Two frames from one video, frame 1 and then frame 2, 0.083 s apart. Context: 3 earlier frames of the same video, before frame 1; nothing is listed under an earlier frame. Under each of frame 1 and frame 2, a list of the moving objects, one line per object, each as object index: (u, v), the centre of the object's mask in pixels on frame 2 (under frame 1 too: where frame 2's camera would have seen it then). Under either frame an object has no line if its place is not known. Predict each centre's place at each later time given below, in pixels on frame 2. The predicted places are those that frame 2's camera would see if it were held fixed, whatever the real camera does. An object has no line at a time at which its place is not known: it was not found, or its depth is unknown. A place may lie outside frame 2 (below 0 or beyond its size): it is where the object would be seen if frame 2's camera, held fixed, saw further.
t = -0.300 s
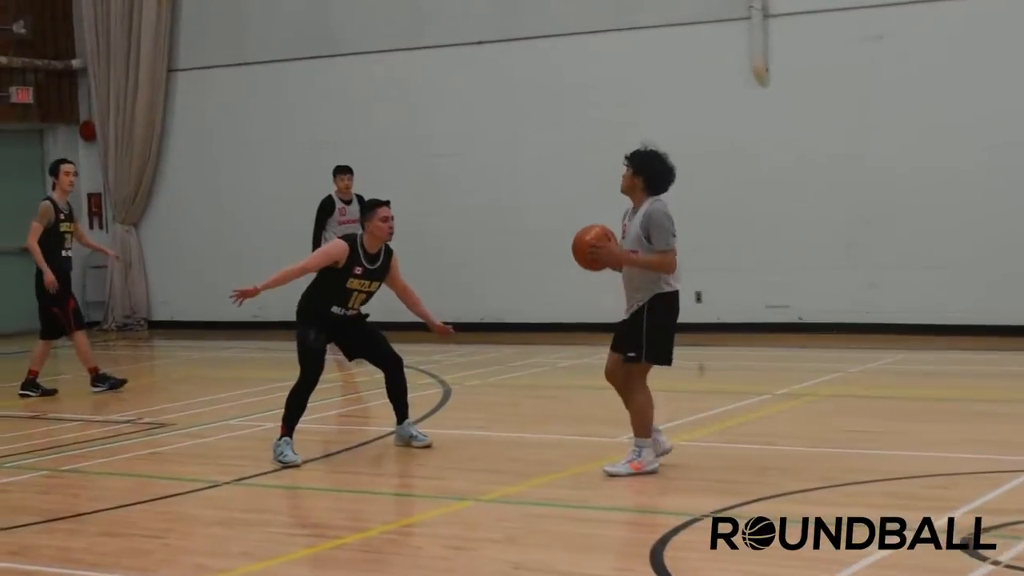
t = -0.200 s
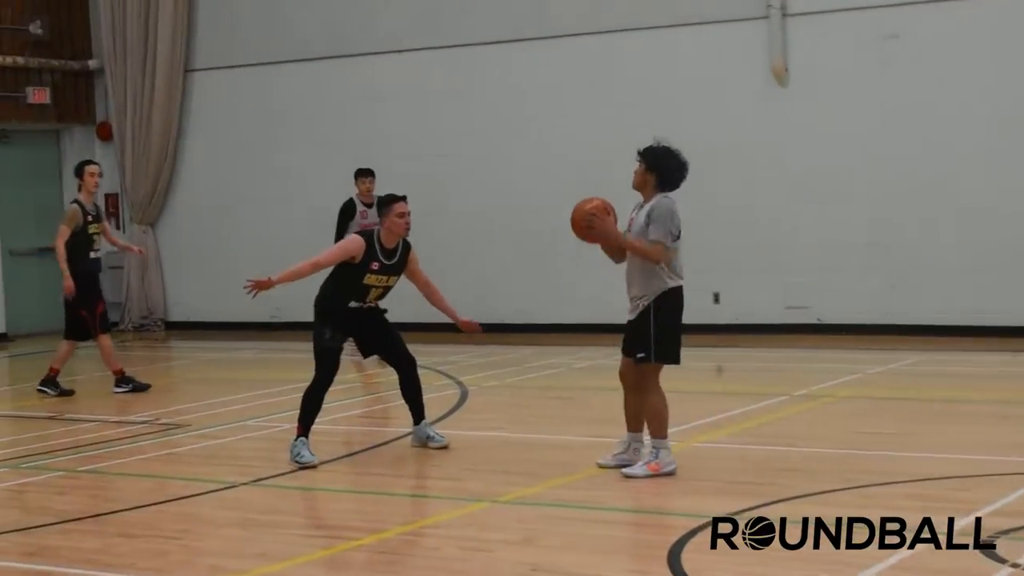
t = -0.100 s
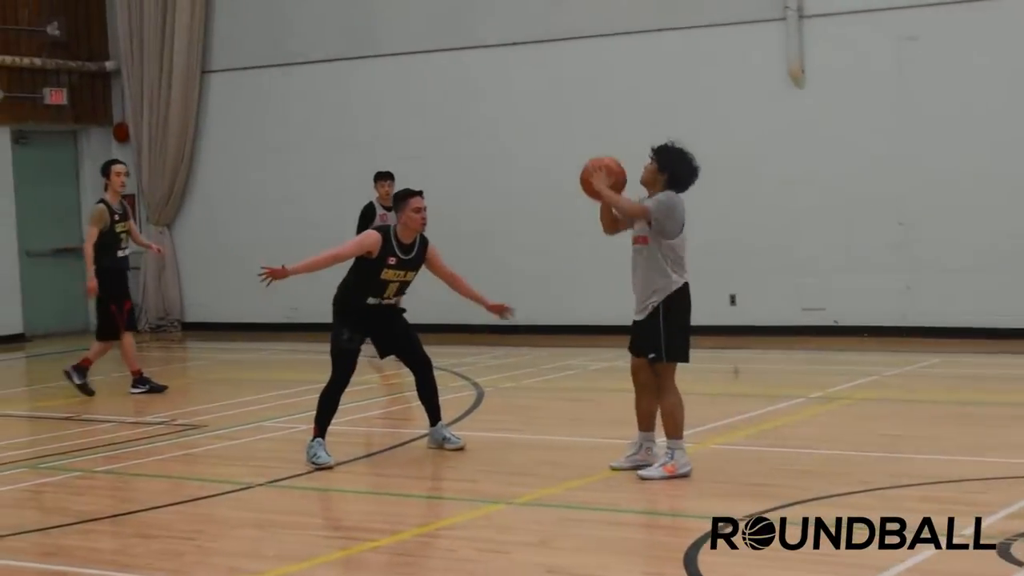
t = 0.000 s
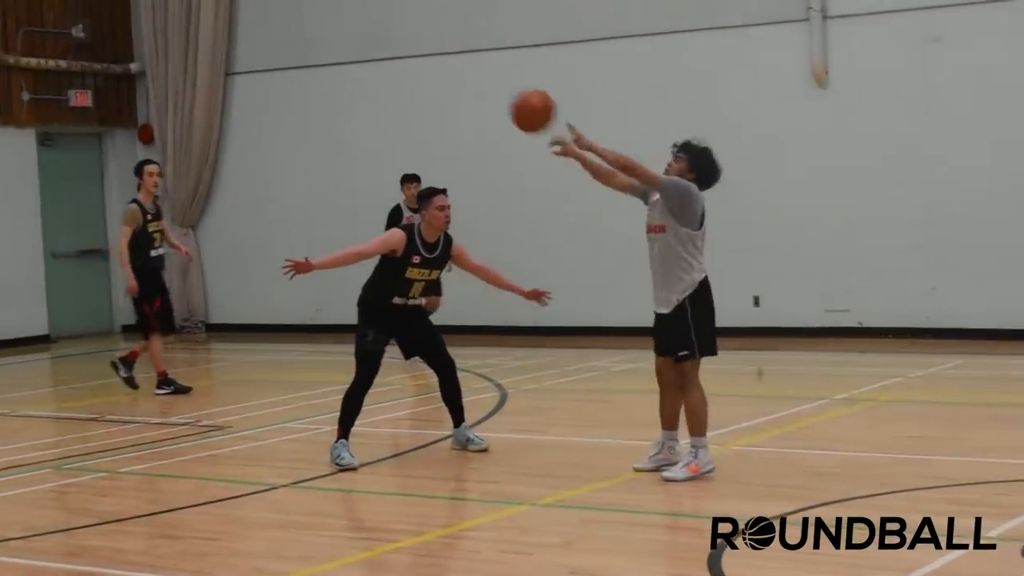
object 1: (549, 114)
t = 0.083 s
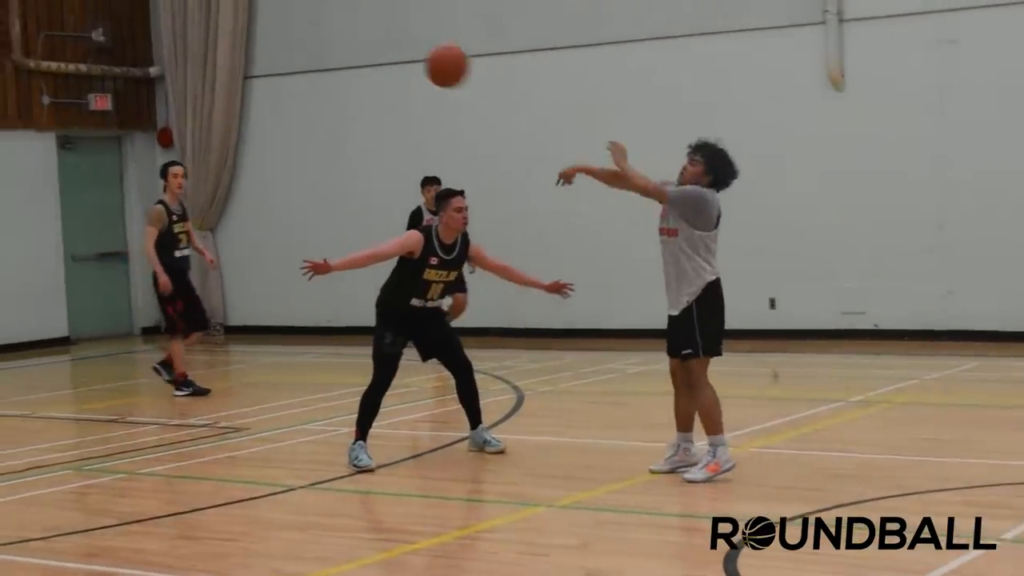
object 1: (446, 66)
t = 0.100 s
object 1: (426, 58)
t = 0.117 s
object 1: (408, 51)
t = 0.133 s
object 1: (390, 44)
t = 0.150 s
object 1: (371, 38)
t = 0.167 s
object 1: (353, 33)
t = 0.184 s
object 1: (334, 29)
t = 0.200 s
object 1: (317, 25)
